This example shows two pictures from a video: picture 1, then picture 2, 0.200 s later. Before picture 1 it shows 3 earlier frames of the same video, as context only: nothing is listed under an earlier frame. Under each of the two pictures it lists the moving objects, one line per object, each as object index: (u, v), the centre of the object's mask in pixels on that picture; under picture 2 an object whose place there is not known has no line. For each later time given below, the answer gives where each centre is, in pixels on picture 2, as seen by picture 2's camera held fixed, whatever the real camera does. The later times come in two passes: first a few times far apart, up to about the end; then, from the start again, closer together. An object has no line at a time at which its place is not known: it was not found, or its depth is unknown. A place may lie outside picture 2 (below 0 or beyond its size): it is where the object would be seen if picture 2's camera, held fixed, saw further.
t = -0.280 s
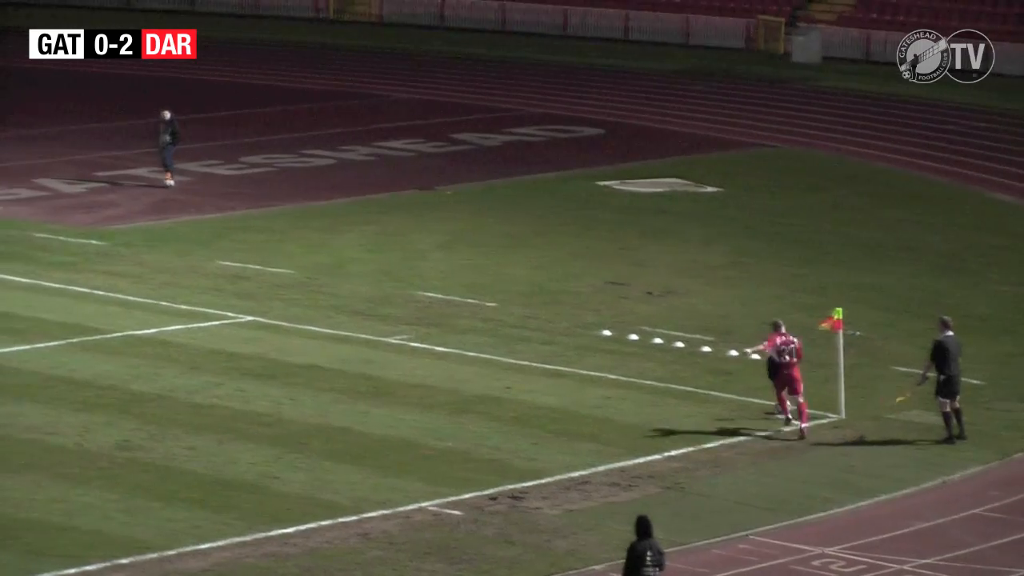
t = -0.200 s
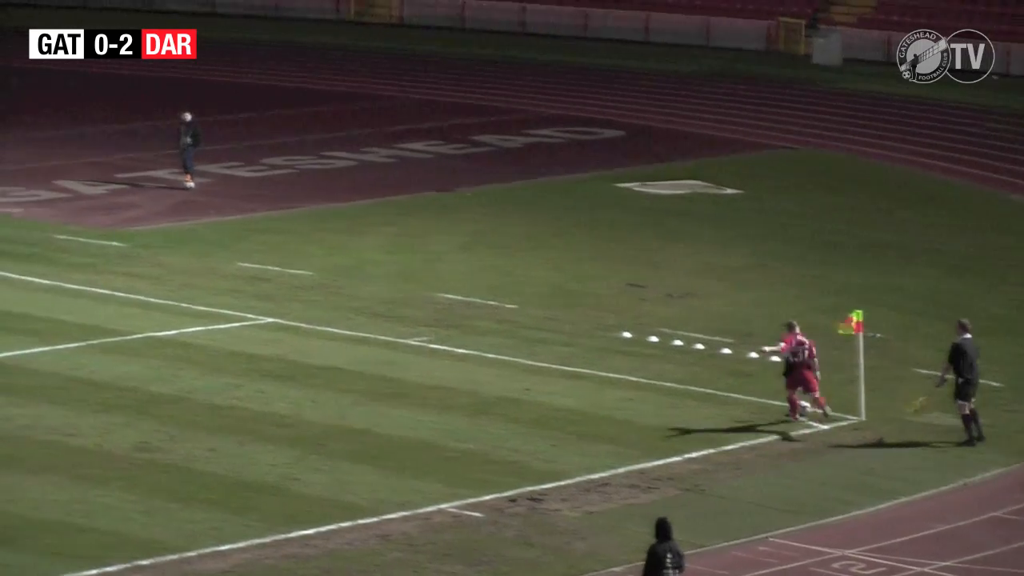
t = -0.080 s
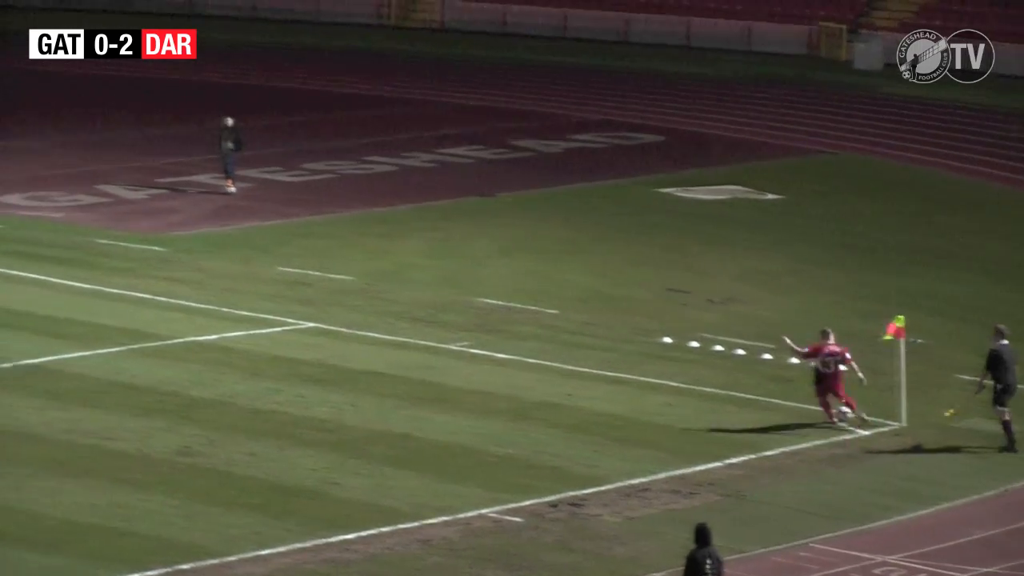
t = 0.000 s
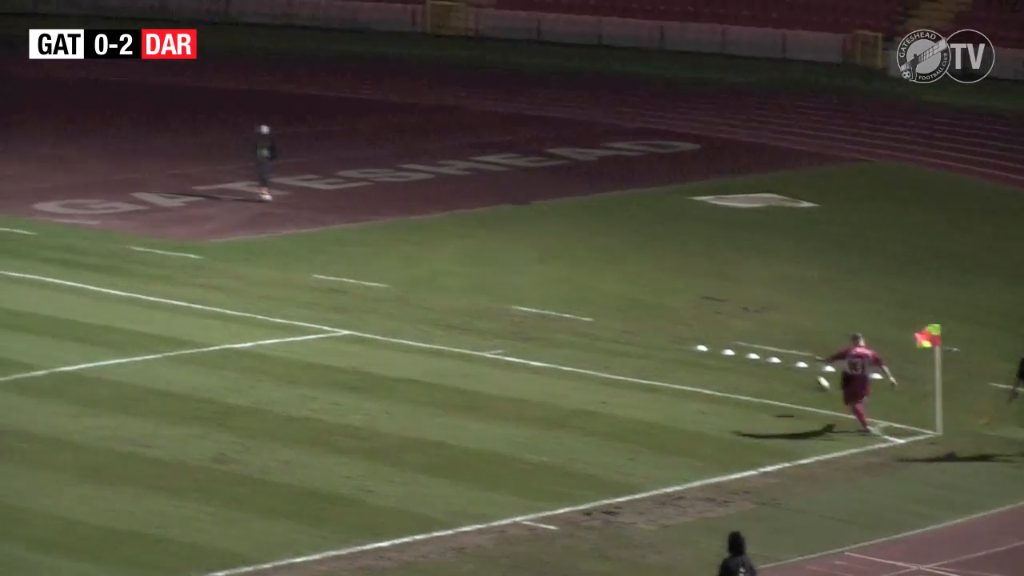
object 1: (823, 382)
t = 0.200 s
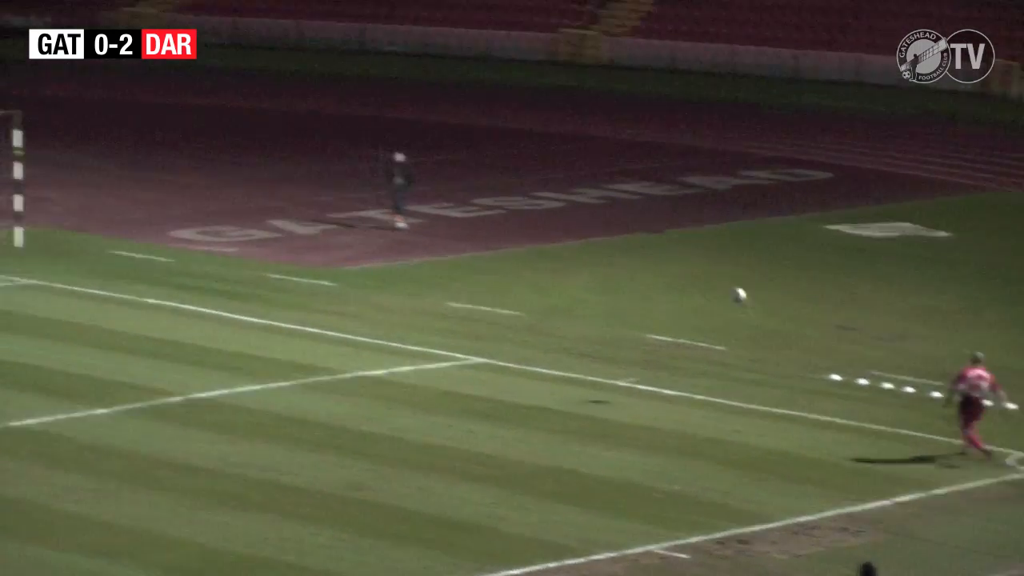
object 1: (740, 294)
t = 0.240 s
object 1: (699, 275)
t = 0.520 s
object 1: (428, 182)
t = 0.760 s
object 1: (208, 148)
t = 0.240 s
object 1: (699, 275)
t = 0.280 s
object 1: (658, 257)
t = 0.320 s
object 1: (618, 242)
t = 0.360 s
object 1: (579, 227)
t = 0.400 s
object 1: (541, 214)
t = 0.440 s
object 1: (503, 202)
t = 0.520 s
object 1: (428, 182)
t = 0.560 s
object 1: (391, 174)
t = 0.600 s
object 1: (355, 167)
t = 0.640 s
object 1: (318, 161)
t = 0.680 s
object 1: (281, 155)
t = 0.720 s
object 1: (245, 151)
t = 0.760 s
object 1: (208, 148)
